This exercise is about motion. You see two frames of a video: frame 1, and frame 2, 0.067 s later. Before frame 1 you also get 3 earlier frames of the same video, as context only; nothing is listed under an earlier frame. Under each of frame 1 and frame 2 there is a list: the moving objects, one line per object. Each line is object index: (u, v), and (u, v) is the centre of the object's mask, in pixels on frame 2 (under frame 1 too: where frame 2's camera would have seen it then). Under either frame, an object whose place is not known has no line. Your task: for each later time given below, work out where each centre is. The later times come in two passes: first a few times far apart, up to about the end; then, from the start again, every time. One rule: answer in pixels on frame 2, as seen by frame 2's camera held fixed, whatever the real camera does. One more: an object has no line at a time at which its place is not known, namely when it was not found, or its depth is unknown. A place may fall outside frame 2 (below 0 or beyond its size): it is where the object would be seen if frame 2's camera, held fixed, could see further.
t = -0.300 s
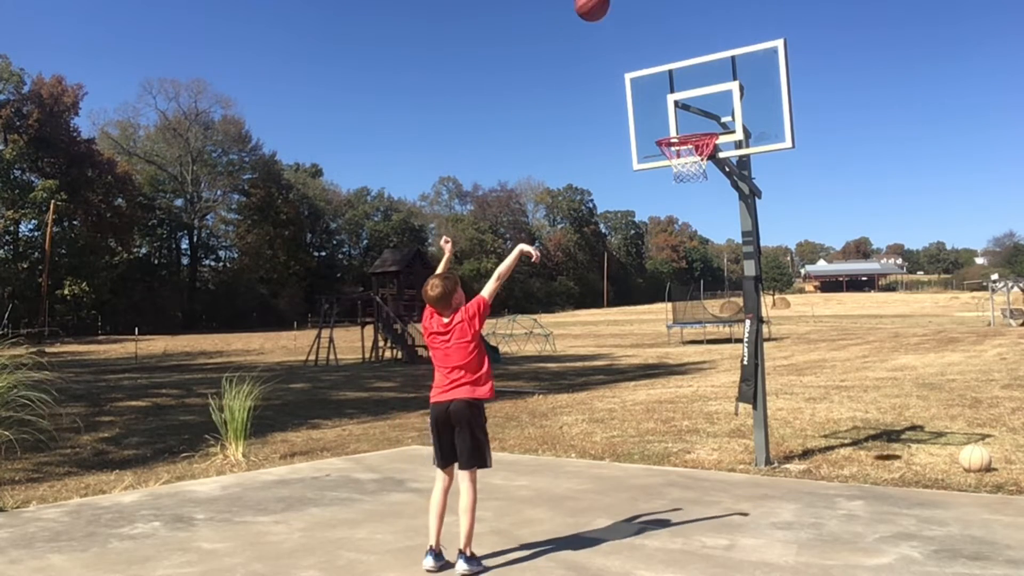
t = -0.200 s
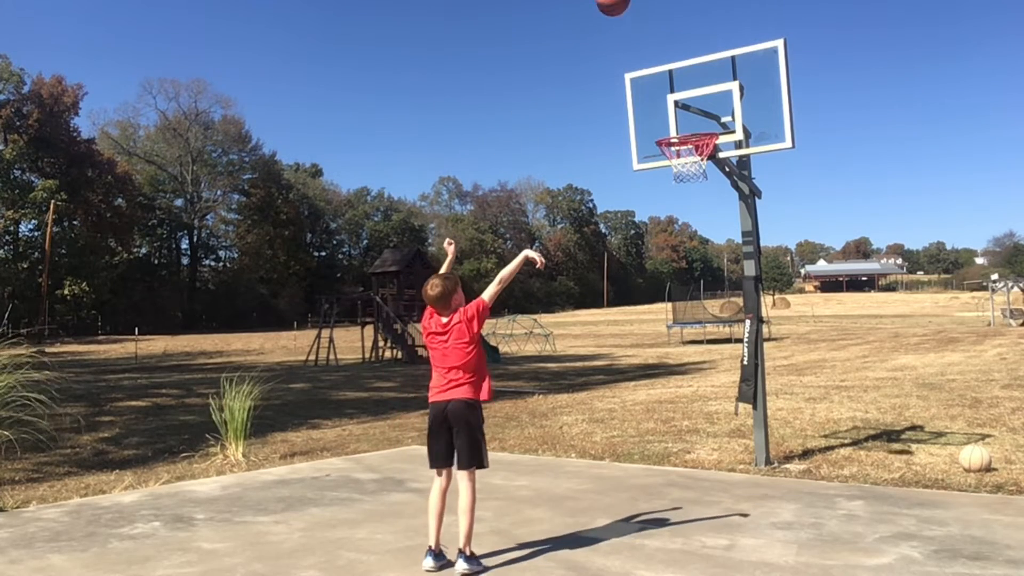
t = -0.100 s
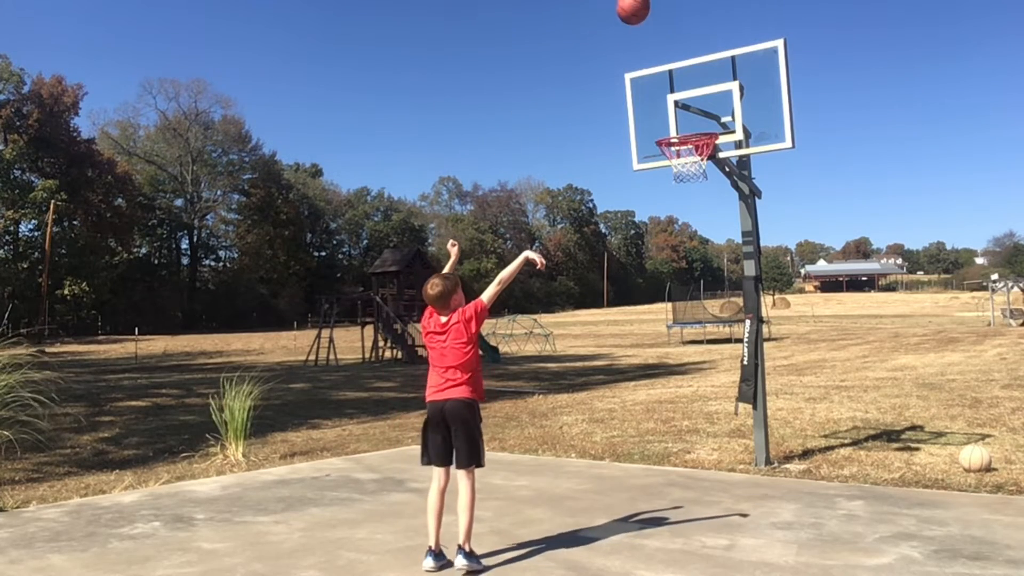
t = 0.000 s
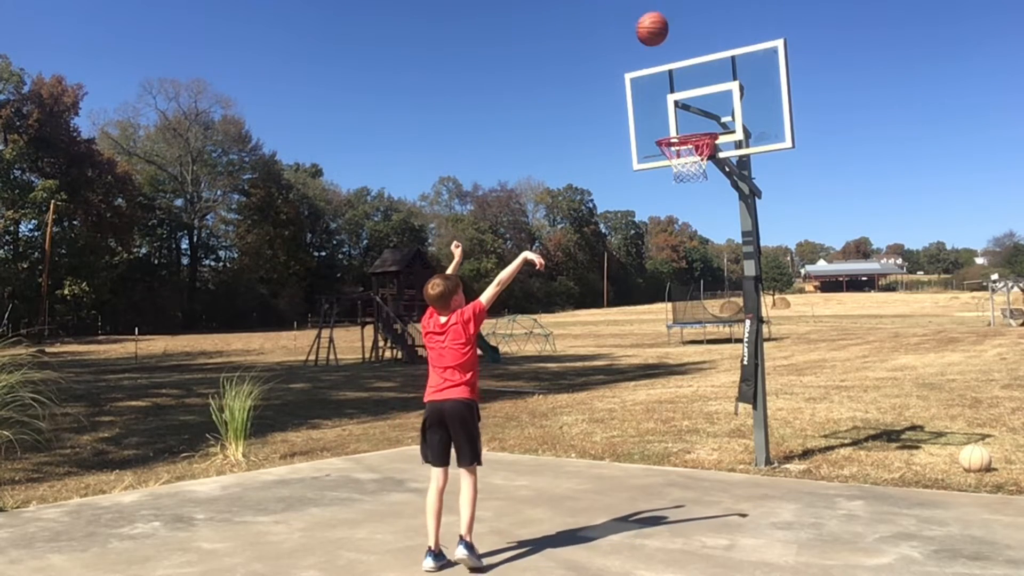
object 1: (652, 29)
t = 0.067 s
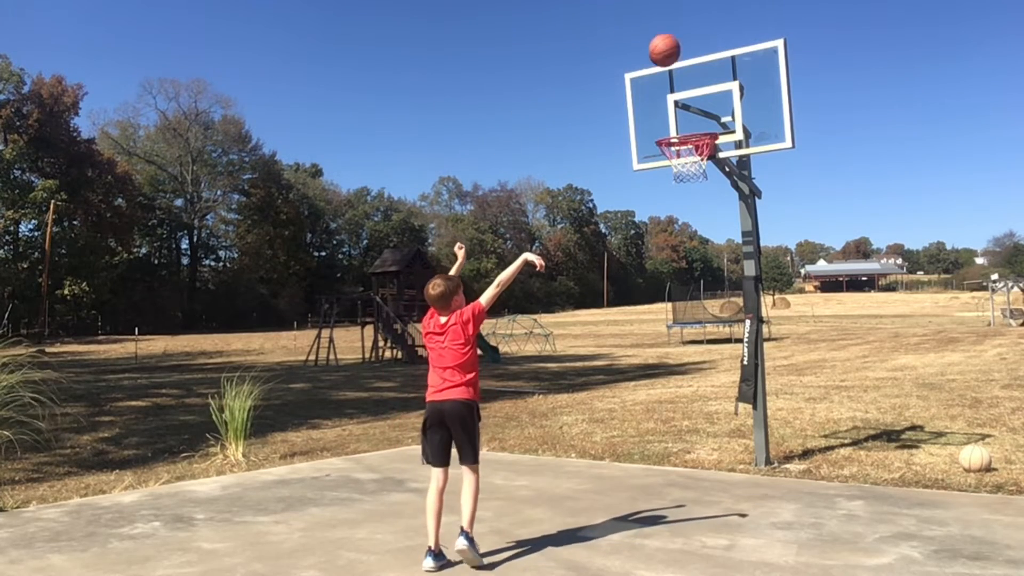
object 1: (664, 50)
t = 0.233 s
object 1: (693, 123)
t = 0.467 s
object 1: (684, 183)
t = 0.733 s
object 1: (654, 281)
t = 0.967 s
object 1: (630, 437)
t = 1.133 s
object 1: (610, 405)
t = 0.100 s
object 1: (670, 63)
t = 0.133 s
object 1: (676, 77)
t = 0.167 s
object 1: (682, 92)
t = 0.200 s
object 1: (688, 109)
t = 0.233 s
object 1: (693, 123)
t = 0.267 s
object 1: (694, 137)
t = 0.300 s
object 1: (695, 150)
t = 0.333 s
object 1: (698, 164)
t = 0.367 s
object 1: (696, 171)
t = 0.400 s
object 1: (692, 173)
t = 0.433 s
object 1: (688, 177)
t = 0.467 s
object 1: (684, 183)
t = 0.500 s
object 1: (680, 191)
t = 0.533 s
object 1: (676, 199)
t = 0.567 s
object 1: (672, 209)
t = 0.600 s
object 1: (668, 221)
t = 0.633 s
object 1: (665, 233)
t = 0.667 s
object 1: (661, 248)
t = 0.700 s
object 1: (658, 264)
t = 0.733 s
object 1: (654, 281)
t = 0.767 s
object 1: (650, 299)
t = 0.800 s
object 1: (647, 318)
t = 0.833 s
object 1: (643, 340)
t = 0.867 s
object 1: (640, 362)
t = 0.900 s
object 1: (636, 385)
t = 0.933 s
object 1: (634, 411)
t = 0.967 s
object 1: (630, 437)
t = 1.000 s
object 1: (627, 465)
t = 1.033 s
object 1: (623, 458)
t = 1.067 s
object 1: (618, 439)
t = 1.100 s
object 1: (614, 421)
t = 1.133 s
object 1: (610, 405)
